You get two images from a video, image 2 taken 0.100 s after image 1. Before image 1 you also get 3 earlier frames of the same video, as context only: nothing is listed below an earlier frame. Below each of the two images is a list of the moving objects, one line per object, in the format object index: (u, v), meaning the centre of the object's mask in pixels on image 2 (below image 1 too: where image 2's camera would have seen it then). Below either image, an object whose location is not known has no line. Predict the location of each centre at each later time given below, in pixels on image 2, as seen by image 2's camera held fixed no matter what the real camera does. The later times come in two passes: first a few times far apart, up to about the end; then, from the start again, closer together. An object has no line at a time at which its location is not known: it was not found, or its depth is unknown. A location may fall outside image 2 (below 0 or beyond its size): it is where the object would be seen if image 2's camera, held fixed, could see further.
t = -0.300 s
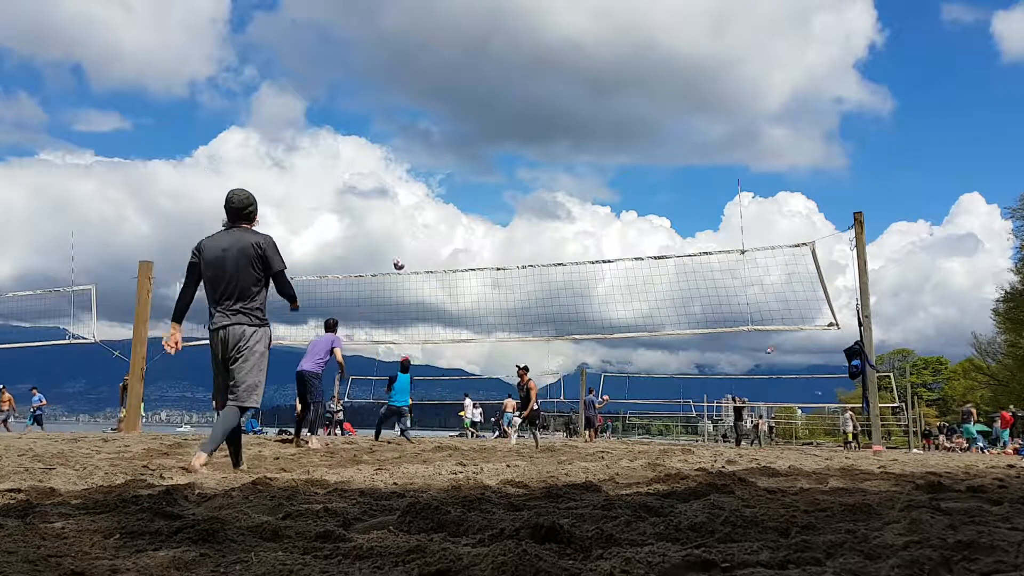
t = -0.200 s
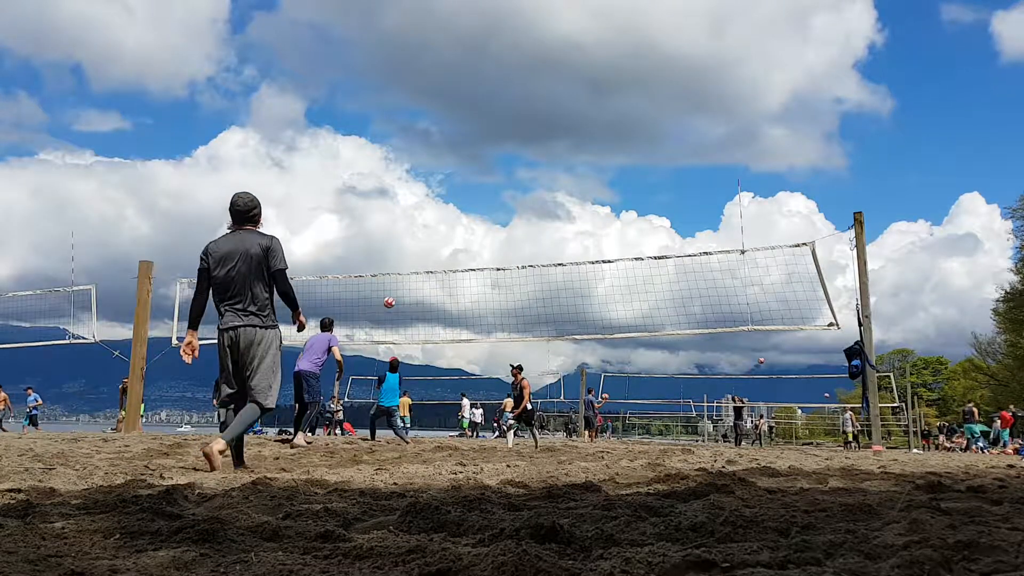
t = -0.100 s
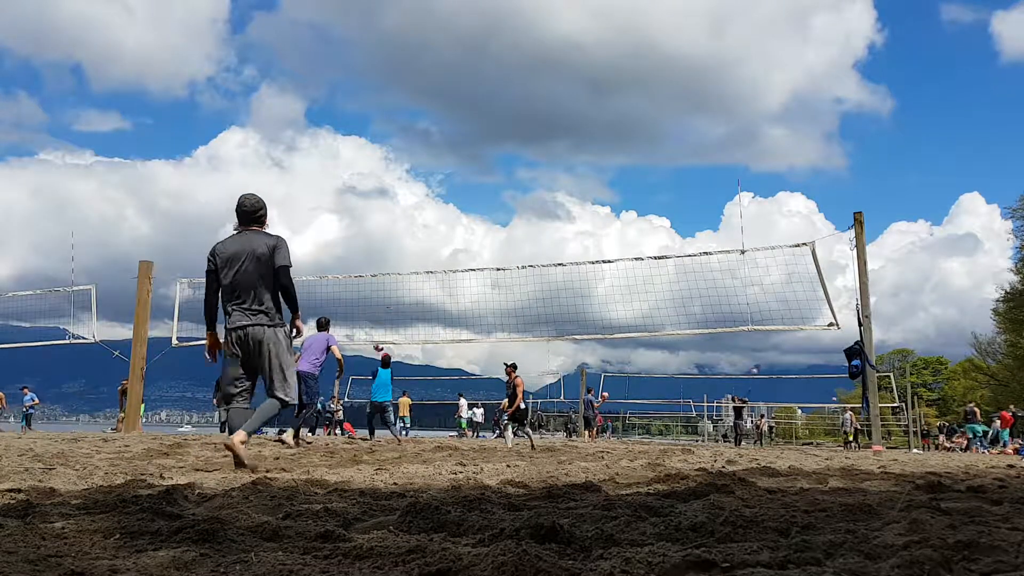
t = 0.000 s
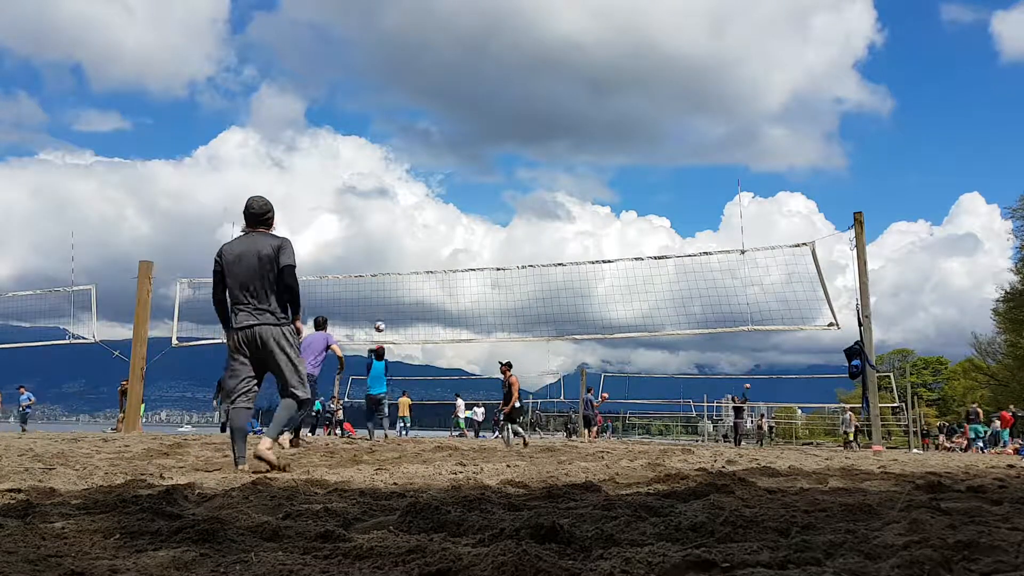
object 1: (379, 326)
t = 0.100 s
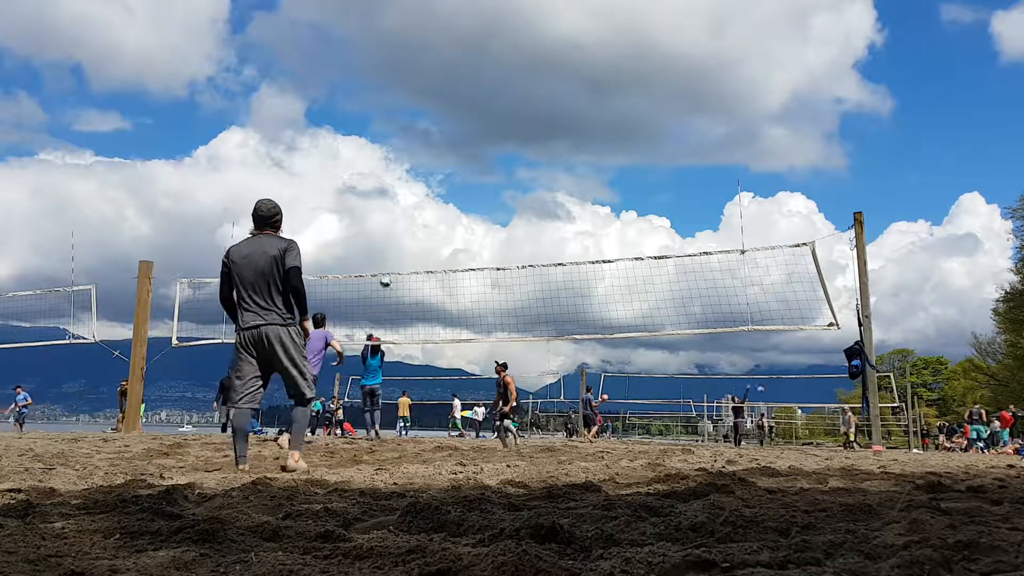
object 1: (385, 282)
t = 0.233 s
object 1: (393, 230)
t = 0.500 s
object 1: (408, 150)
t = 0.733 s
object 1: (418, 108)
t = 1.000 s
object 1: (430, 93)
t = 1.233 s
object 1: (441, 112)
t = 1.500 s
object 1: (450, 176)
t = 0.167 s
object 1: (389, 255)
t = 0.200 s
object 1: (391, 243)
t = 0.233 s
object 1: (393, 230)
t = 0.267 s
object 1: (394, 219)
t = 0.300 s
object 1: (397, 206)
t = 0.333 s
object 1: (399, 196)
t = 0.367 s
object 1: (400, 187)
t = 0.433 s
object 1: (404, 167)
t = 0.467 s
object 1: (405, 159)
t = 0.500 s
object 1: (408, 150)
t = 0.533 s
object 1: (409, 143)
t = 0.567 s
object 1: (411, 135)
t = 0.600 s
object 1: (412, 129)
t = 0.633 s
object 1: (413, 122)
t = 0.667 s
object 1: (415, 117)
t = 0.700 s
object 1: (417, 112)
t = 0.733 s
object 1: (418, 108)
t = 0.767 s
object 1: (419, 104)
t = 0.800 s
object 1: (421, 101)
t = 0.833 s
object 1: (423, 98)
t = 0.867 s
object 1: (425, 95)
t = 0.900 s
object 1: (426, 93)
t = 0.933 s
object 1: (427, 92)
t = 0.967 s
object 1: (429, 93)
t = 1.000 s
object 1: (430, 93)
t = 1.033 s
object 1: (432, 94)
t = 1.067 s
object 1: (433, 95)
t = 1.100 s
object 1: (435, 97)
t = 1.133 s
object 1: (437, 100)
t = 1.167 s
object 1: (438, 103)
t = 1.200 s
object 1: (439, 107)
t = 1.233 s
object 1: (441, 112)
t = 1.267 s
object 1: (442, 117)
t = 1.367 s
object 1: (446, 138)
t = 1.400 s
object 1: (447, 146)
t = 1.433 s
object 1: (449, 155)
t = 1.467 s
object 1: (450, 165)
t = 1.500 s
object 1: (450, 176)
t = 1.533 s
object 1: (452, 187)
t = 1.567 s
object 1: (453, 199)
